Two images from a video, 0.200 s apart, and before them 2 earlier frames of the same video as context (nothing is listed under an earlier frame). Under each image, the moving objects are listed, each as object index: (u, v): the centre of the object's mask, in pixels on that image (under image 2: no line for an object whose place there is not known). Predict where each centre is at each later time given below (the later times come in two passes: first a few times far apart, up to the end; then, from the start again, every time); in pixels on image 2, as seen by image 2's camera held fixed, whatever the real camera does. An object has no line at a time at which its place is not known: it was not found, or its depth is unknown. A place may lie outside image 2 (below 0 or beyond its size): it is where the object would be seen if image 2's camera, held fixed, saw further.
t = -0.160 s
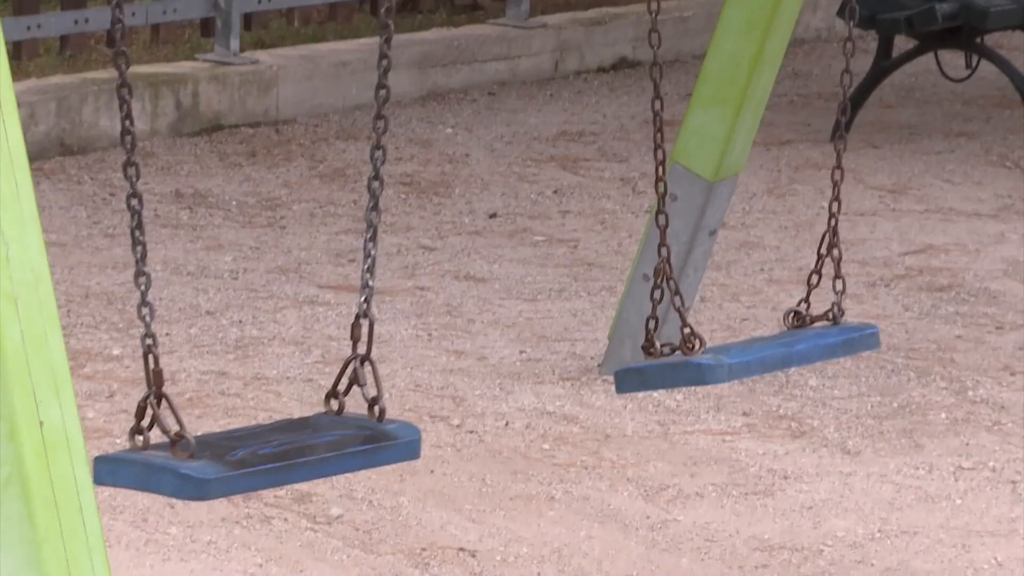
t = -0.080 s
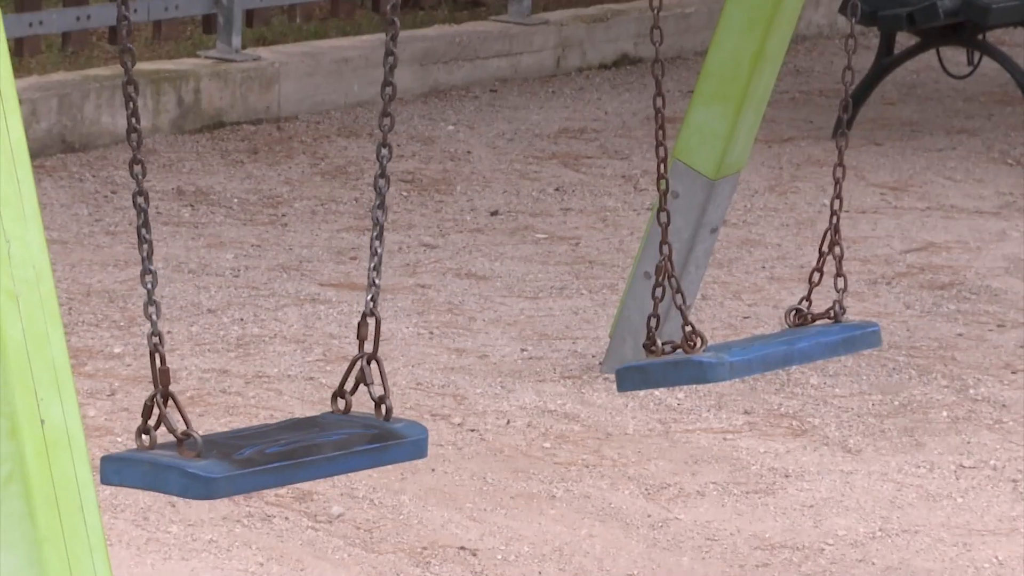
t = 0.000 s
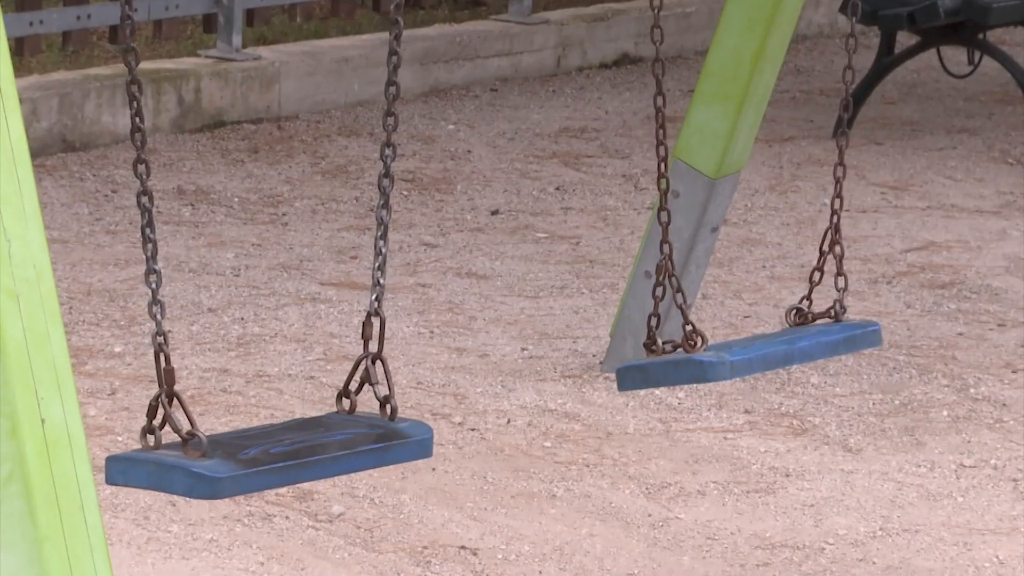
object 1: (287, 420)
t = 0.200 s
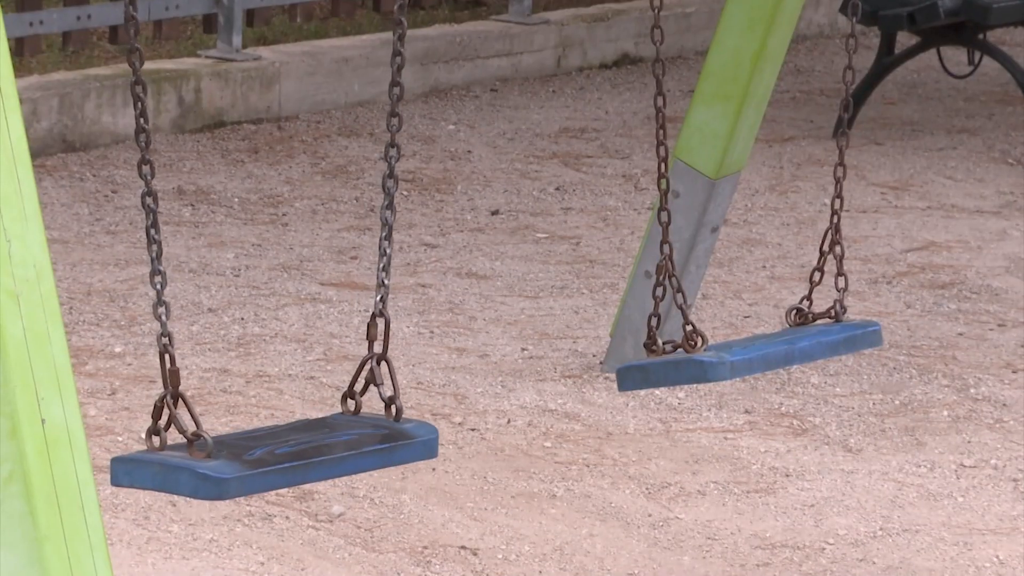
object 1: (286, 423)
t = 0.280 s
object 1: (288, 422)
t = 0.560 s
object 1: (278, 420)
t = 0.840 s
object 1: (258, 415)
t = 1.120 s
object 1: (236, 410)
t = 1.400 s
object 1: (229, 406)
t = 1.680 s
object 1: (230, 408)
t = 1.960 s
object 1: (246, 414)
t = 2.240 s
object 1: (272, 418)
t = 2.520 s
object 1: (287, 422)
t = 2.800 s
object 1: (285, 423)
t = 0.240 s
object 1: (286, 423)
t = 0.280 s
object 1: (288, 422)
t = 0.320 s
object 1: (287, 422)
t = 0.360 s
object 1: (287, 422)
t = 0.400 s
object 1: (285, 422)
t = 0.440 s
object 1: (286, 421)
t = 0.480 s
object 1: (273, 423)
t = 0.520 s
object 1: (281, 420)
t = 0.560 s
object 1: (278, 420)
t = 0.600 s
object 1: (272, 420)
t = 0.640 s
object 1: (272, 419)
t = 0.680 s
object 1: (264, 420)
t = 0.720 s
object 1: (264, 418)
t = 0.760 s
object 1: (259, 418)
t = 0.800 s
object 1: (258, 416)
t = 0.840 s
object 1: (258, 415)
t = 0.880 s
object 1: (248, 416)
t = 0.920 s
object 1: (248, 414)
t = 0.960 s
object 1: (248, 412)
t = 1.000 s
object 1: (246, 411)
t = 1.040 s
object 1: (244, 410)
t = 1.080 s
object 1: (239, 410)
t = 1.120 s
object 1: (236, 410)
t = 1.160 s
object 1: (235, 409)
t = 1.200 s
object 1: (233, 408)
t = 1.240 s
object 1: (231, 408)
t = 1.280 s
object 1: (230, 407)
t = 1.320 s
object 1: (230, 407)
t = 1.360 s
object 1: (230, 406)
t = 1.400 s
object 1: (229, 406)
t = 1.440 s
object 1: (229, 406)
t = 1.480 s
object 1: (229, 406)
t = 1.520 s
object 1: (229, 406)
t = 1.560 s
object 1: (230, 406)
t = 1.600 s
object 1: (231, 407)
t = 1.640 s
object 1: (229, 408)
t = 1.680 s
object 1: (230, 408)
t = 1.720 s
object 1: (232, 409)
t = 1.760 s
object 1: (237, 409)
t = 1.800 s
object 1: (239, 410)
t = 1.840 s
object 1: (244, 410)
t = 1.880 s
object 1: (246, 411)
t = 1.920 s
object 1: (245, 412)
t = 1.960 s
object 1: (246, 414)
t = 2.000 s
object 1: (258, 412)
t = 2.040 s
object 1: (258, 414)
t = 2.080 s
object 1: (257, 416)
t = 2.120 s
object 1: (260, 417)
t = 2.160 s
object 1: (257, 419)
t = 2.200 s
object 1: (271, 417)
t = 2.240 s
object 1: (272, 418)
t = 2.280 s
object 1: (273, 419)
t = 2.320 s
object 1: (273, 420)
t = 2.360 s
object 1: (277, 420)
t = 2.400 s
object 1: (280, 421)
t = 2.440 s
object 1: (275, 423)
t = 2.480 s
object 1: (286, 421)
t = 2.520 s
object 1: (287, 422)
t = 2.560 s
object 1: (285, 423)
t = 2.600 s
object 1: (287, 423)
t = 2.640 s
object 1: (287, 423)
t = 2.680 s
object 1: (288, 423)
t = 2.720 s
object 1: (286, 423)
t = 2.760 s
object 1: (287, 423)
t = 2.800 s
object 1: (285, 423)
